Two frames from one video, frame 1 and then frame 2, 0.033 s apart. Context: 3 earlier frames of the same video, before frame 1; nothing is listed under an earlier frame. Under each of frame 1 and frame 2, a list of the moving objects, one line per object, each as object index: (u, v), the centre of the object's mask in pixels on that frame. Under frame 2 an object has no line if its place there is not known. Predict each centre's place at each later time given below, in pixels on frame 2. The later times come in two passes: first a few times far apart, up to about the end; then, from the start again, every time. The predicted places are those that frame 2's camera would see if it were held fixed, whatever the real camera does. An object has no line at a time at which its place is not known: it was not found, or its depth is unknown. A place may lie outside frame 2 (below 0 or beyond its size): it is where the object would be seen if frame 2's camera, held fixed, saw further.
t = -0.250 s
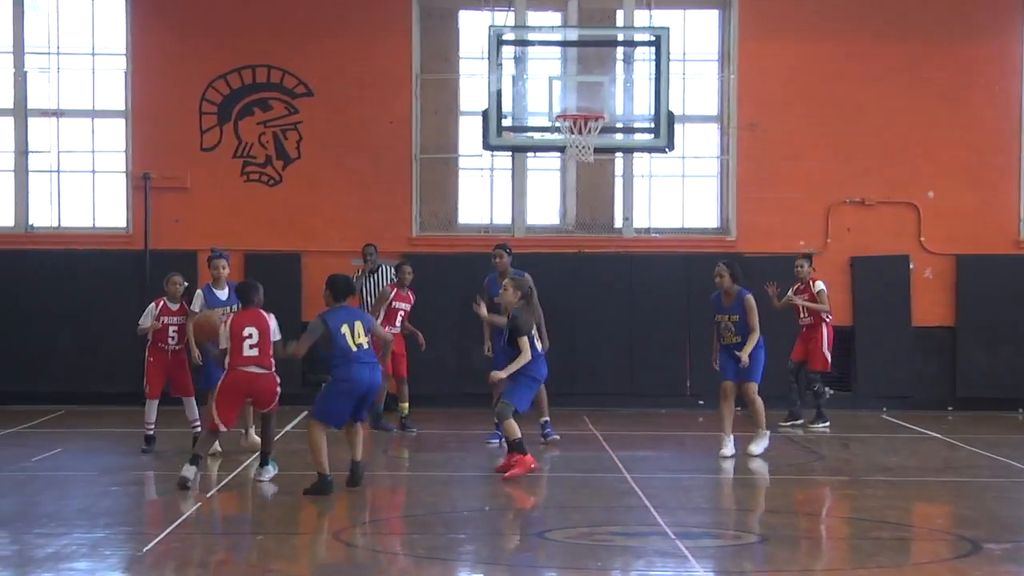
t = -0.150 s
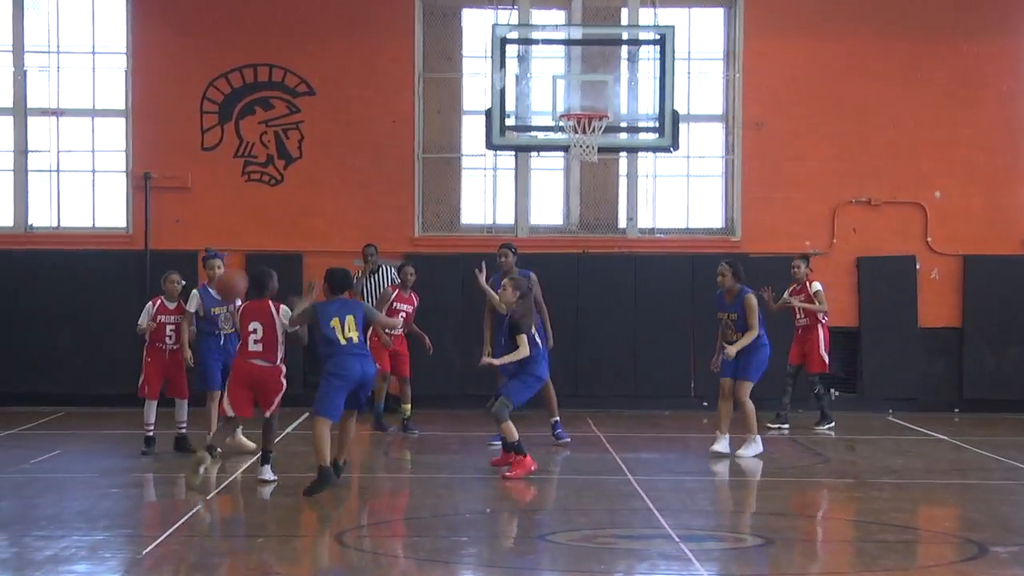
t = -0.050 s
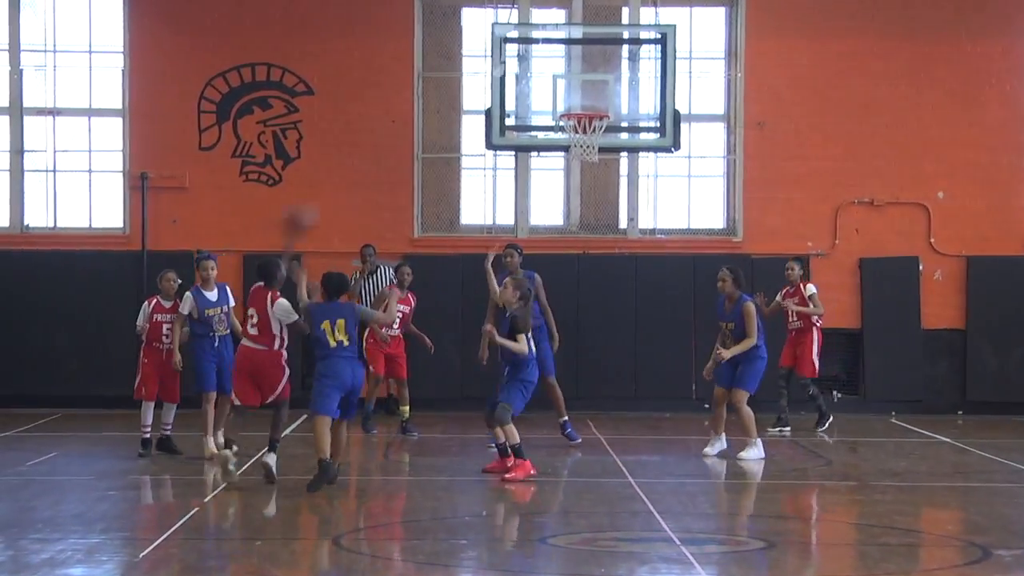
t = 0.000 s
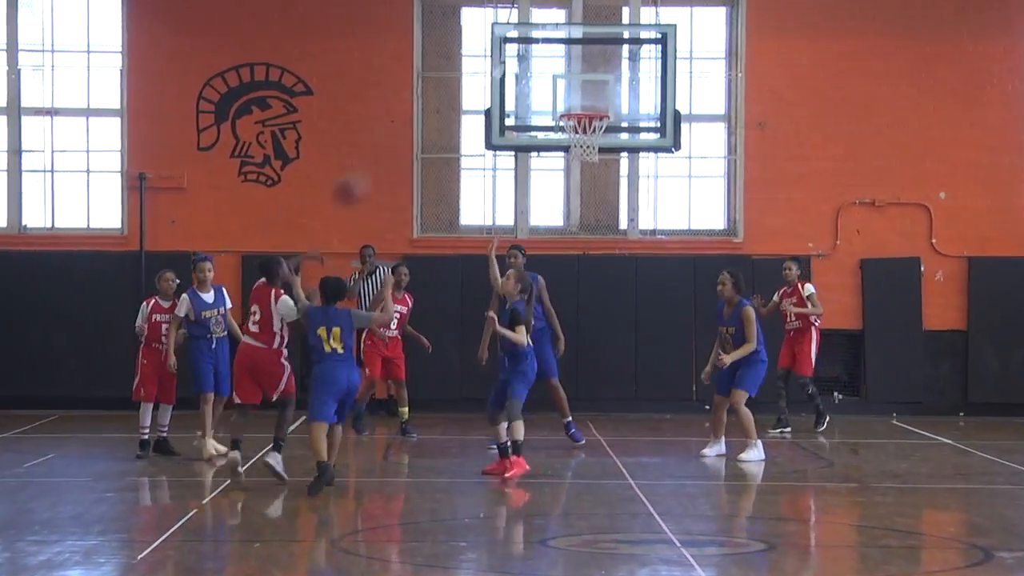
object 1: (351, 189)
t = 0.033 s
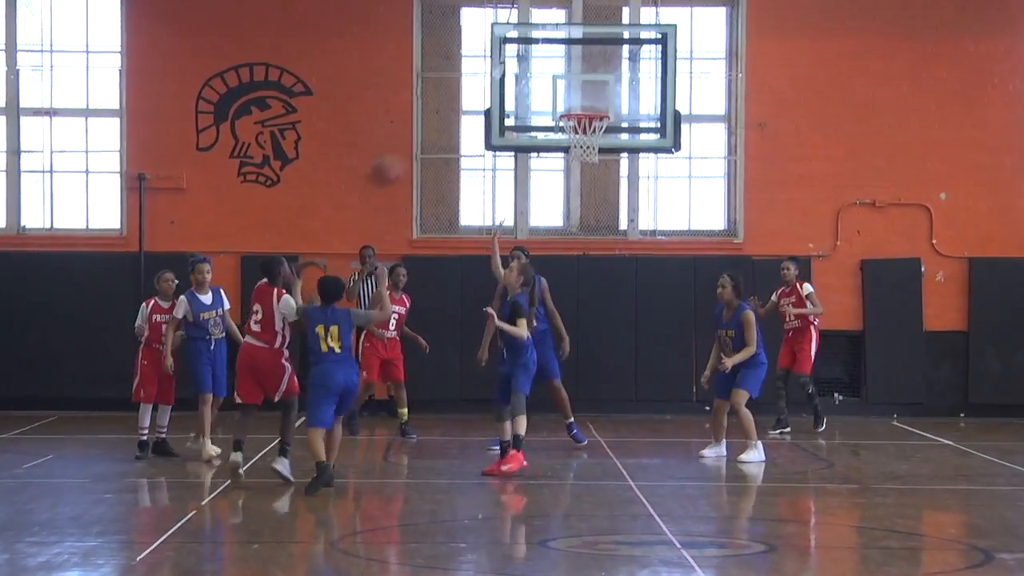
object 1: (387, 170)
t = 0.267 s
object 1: (608, 87)
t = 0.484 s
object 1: (797, 74)
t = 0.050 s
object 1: (400, 163)
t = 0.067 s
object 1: (419, 154)
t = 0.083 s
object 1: (436, 147)
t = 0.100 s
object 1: (449, 139)
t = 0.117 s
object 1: (466, 131)
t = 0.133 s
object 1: (487, 124)
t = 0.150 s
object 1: (498, 118)
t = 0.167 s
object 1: (518, 112)
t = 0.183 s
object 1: (530, 108)
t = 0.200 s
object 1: (548, 103)
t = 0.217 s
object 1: (565, 98)
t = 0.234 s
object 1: (580, 94)
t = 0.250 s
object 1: (594, 90)
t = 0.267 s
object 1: (608, 87)
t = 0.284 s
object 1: (626, 84)
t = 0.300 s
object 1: (638, 81)
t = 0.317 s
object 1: (656, 79)
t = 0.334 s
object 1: (670, 76)
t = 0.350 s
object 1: (684, 75)
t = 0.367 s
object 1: (698, 74)
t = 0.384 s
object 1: (713, 73)
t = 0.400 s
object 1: (730, 72)
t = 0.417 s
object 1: (744, 72)
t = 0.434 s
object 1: (756, 72)
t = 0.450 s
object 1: (769, 73)
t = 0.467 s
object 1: (784, 72)
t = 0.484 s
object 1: (797, 74)
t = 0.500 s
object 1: (811, 75)
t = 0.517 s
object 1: (824, 76)
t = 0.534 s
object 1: (837, 79)
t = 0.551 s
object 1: (851, 81)
